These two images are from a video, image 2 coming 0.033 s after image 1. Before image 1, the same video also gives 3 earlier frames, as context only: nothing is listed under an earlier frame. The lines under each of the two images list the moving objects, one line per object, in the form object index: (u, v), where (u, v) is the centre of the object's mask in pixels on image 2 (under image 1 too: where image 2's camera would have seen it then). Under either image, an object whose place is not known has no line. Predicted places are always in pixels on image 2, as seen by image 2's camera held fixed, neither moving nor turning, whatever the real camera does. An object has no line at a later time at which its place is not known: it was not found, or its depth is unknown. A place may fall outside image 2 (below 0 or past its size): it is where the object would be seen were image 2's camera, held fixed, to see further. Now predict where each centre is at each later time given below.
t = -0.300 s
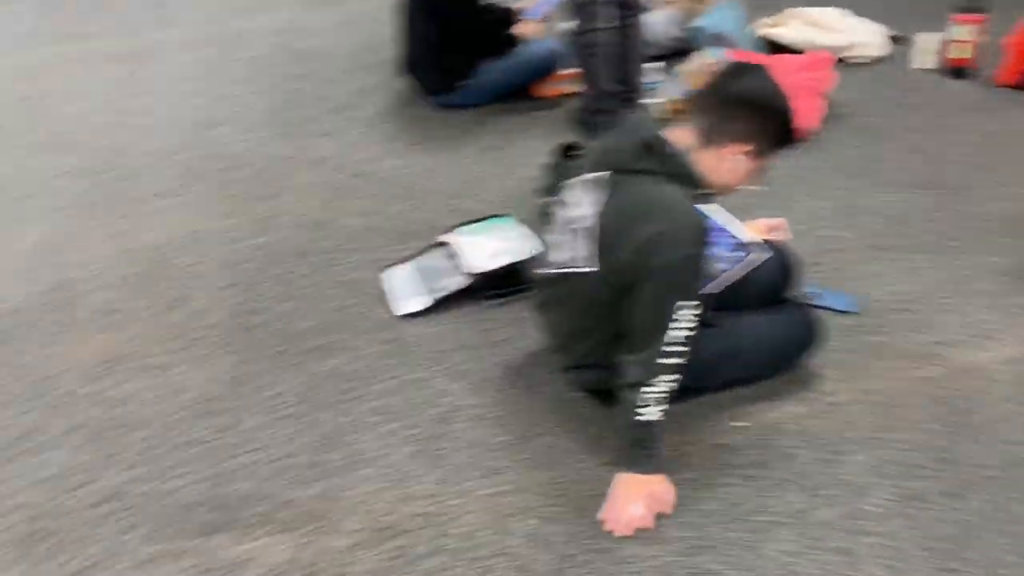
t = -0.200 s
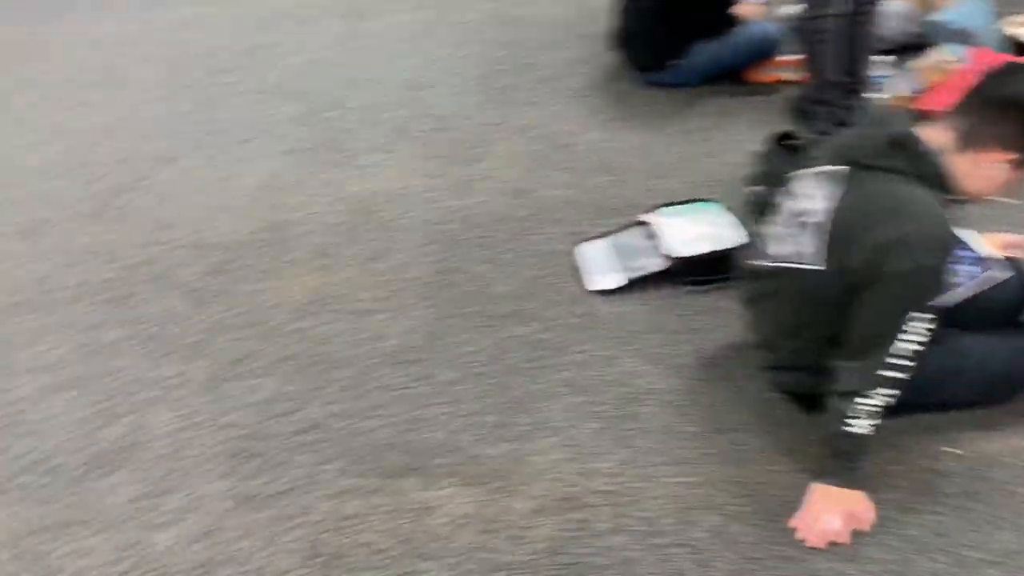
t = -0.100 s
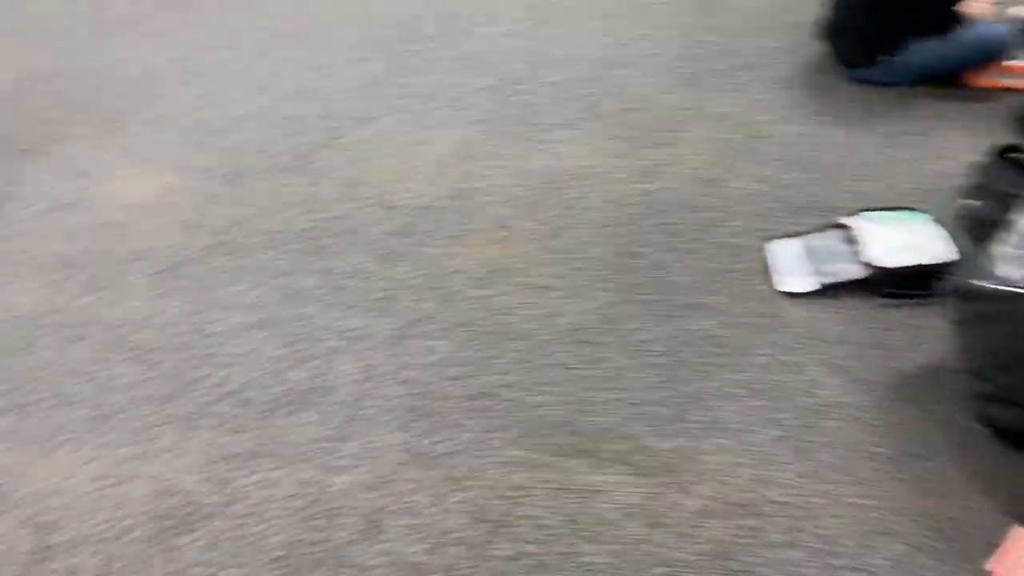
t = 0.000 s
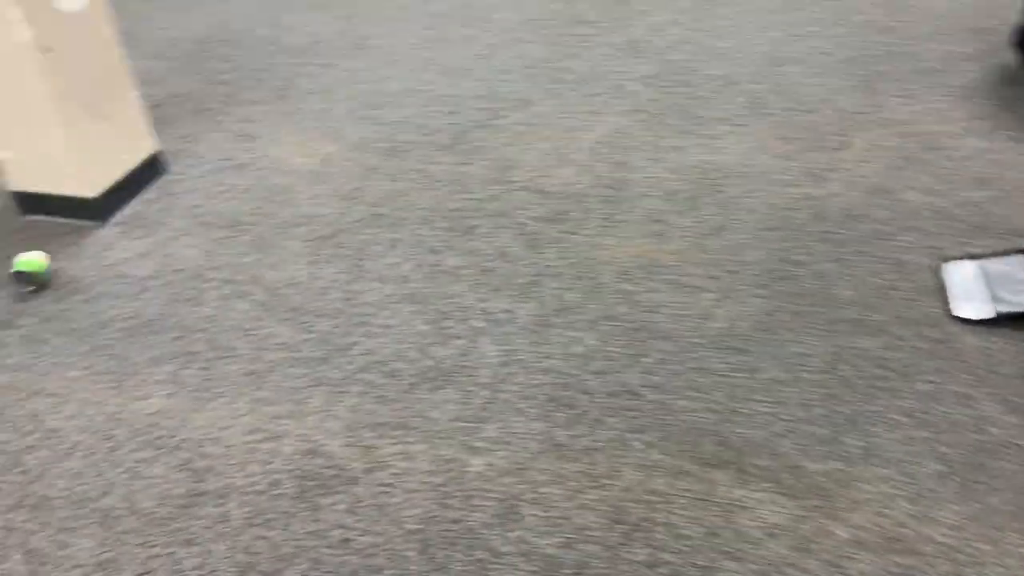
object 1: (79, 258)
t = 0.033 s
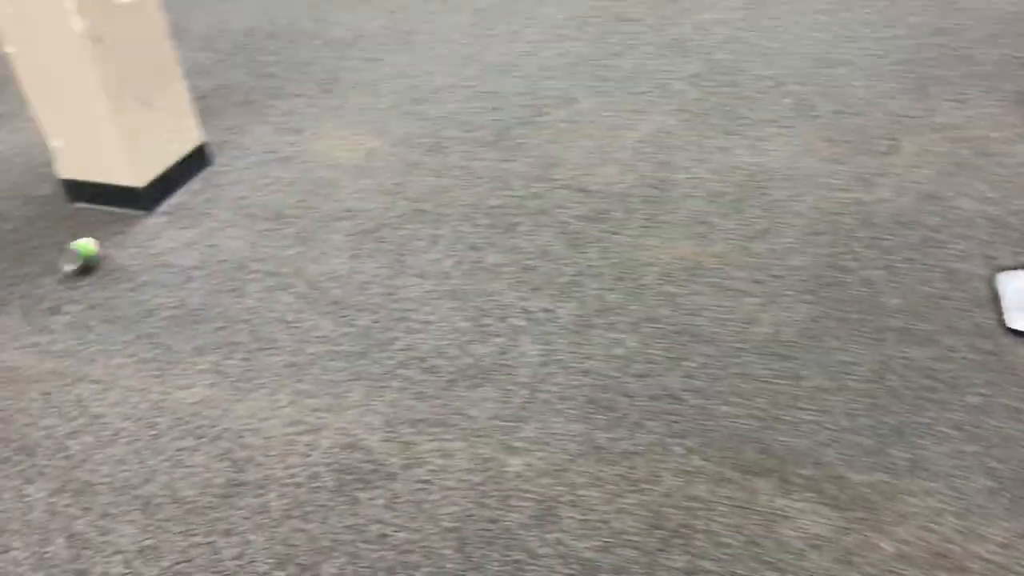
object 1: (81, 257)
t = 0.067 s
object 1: (79, 251)
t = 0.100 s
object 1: (79, 246)
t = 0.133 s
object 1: (80, 246)
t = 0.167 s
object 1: (80, 243)
